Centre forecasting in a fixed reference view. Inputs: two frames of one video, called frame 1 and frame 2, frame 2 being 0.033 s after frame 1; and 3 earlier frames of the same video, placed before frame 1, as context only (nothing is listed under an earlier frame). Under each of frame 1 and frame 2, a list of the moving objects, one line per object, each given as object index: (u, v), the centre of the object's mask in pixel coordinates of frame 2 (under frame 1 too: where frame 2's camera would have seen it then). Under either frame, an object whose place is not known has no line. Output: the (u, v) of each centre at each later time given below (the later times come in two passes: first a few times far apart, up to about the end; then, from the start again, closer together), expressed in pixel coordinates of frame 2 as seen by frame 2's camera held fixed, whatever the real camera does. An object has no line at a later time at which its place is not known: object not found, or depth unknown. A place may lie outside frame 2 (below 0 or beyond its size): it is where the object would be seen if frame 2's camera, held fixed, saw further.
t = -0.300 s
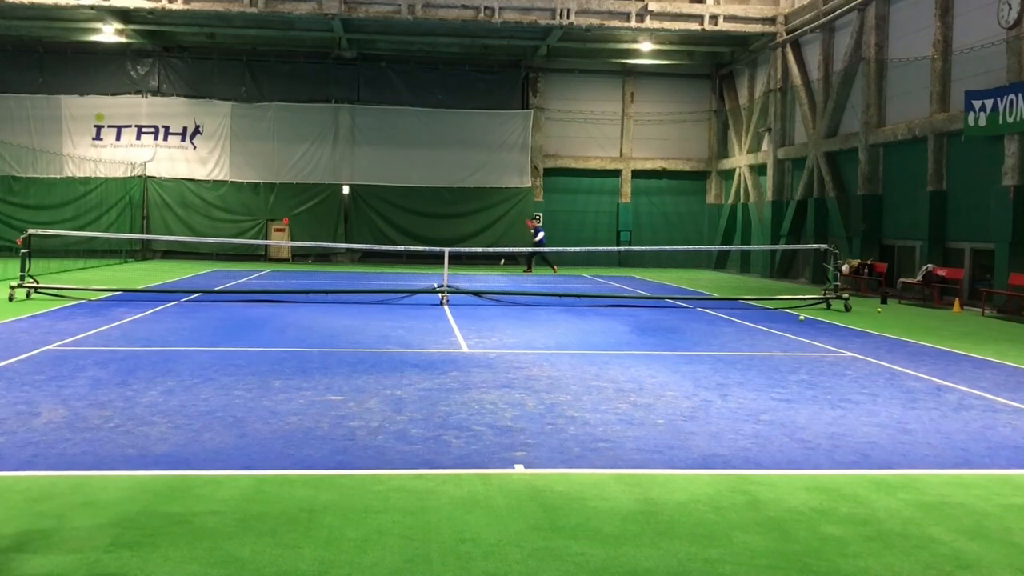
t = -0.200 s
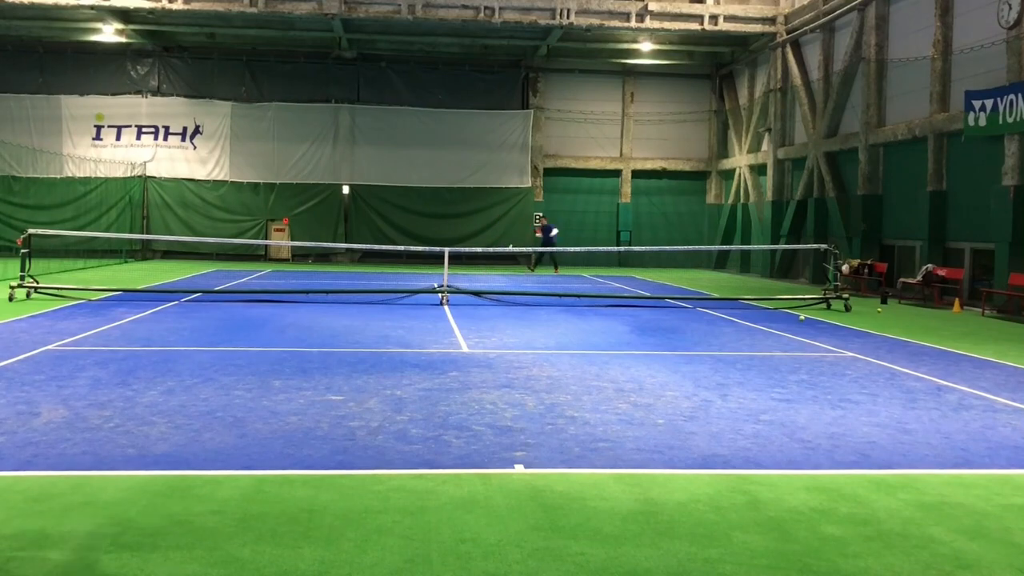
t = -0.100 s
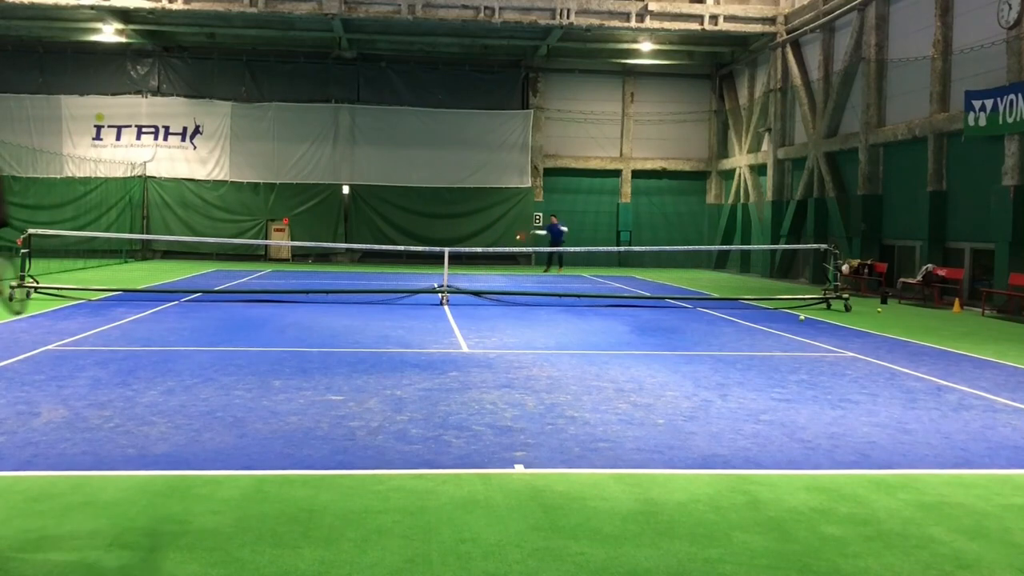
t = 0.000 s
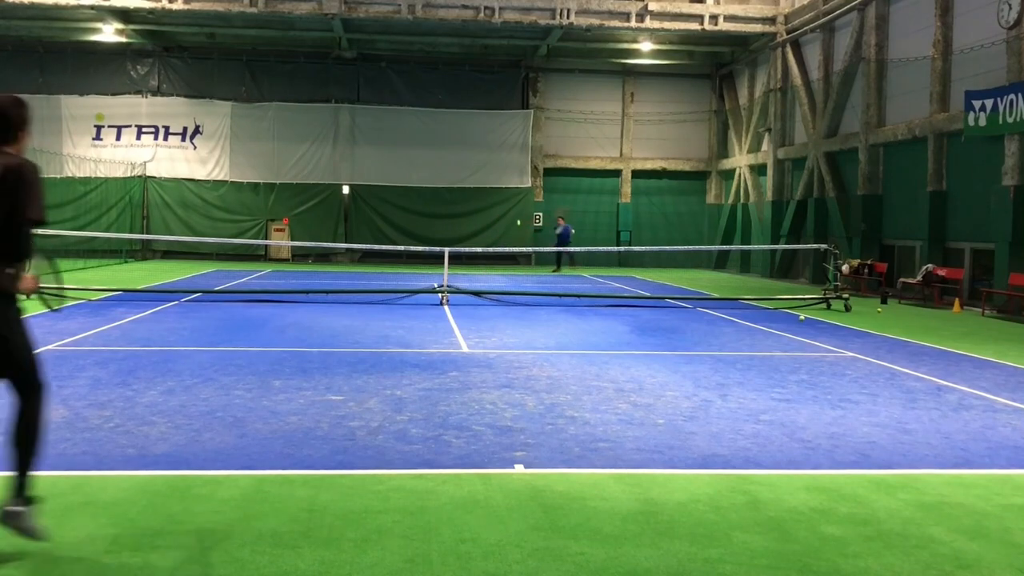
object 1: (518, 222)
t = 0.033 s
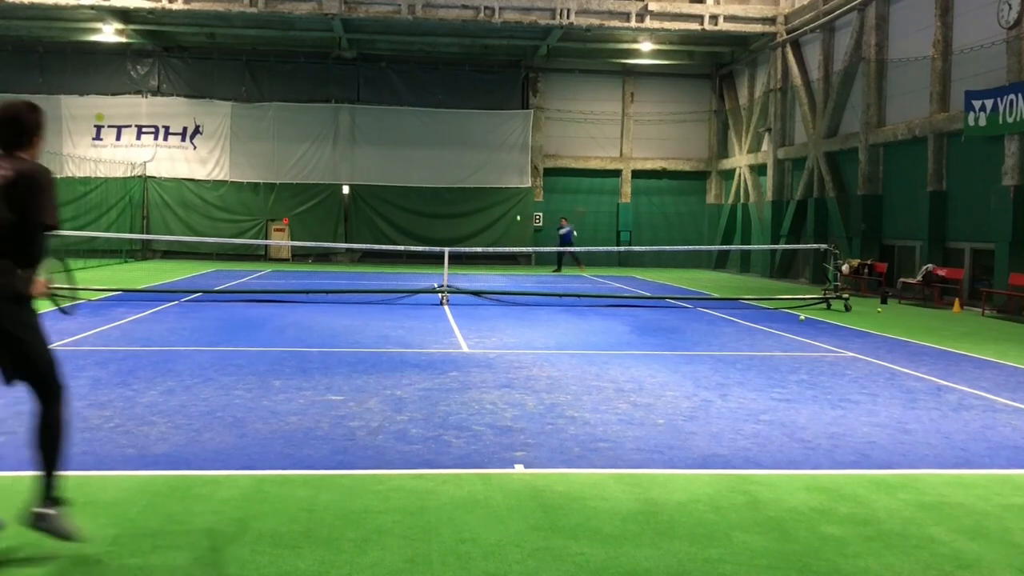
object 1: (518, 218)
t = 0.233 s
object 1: (514, 198)
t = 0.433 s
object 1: (503, 198)
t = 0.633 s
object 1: (484, 235)
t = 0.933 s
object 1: (423, 387)
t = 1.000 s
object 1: (404, 360)
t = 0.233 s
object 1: (514, 198)
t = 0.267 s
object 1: (512, 196)
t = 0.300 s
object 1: (511, 195)
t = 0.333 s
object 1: (510, 195)
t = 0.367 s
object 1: (508, 195)
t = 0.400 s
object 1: (506, 196)
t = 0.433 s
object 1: (503, 198)
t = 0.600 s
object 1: (488, 225)
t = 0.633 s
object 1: (484, 235)
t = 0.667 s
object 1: (480, 246)
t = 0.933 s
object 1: (423, 387)
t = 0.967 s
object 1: (414, 374)
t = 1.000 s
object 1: (404, 360)
